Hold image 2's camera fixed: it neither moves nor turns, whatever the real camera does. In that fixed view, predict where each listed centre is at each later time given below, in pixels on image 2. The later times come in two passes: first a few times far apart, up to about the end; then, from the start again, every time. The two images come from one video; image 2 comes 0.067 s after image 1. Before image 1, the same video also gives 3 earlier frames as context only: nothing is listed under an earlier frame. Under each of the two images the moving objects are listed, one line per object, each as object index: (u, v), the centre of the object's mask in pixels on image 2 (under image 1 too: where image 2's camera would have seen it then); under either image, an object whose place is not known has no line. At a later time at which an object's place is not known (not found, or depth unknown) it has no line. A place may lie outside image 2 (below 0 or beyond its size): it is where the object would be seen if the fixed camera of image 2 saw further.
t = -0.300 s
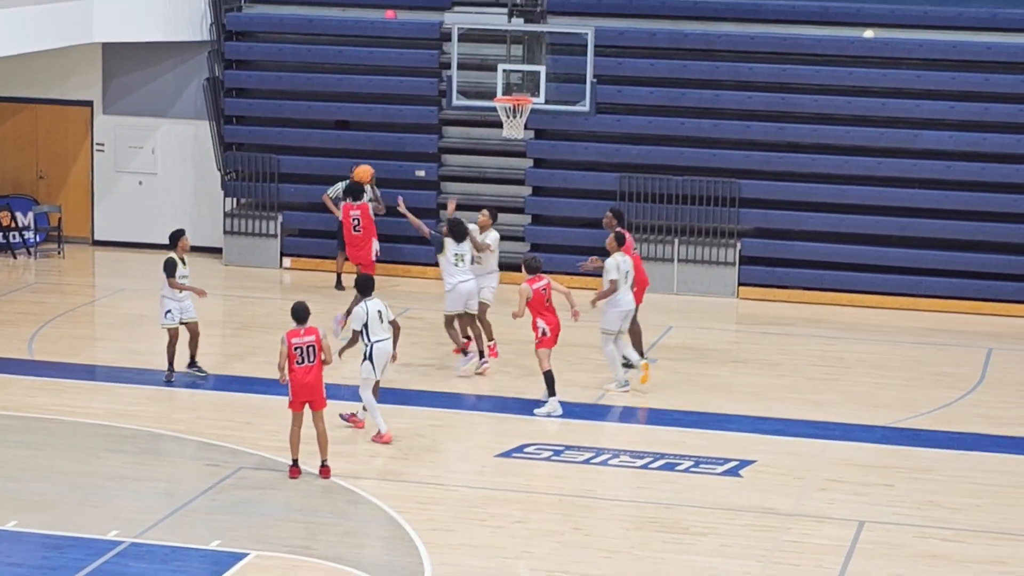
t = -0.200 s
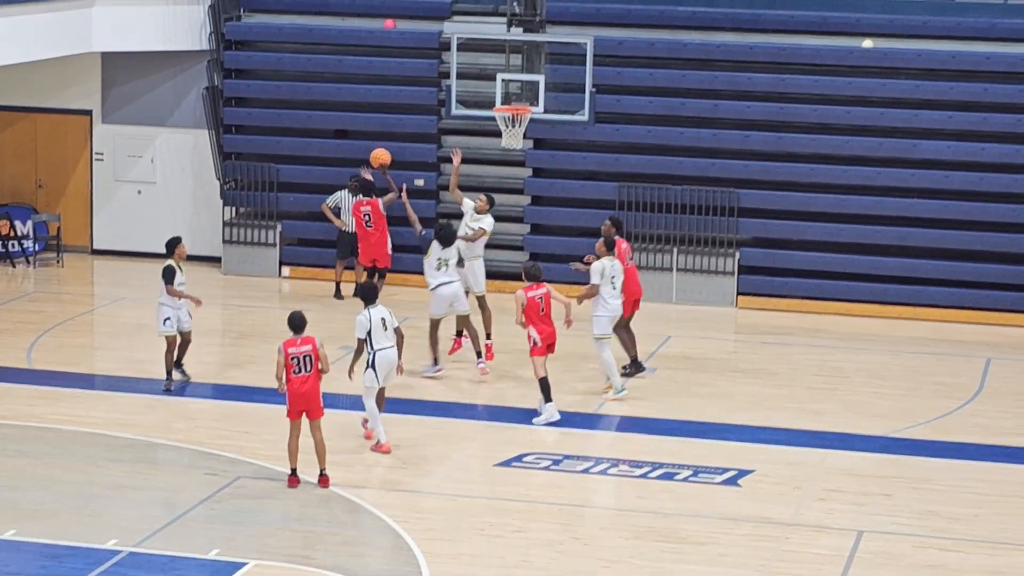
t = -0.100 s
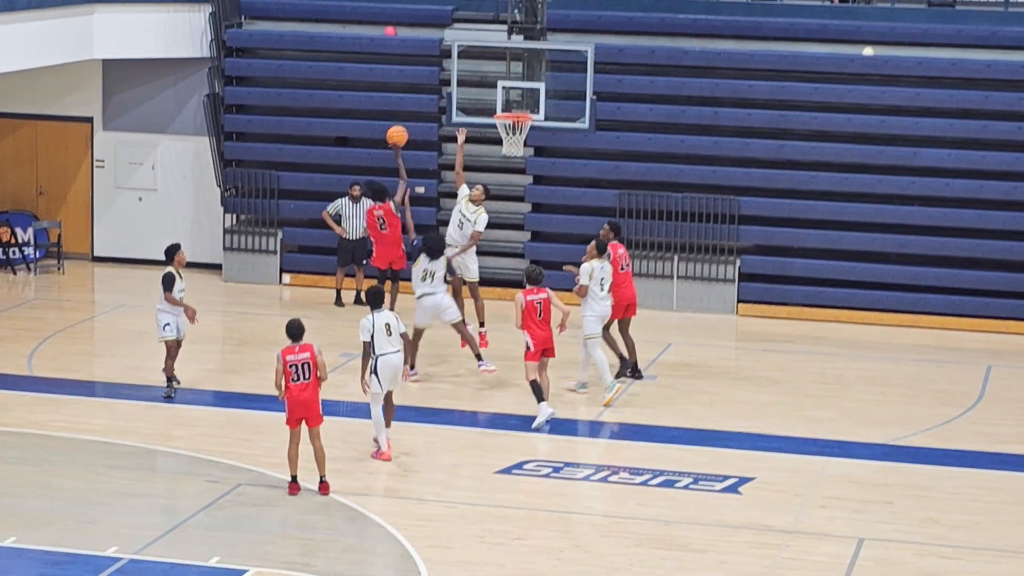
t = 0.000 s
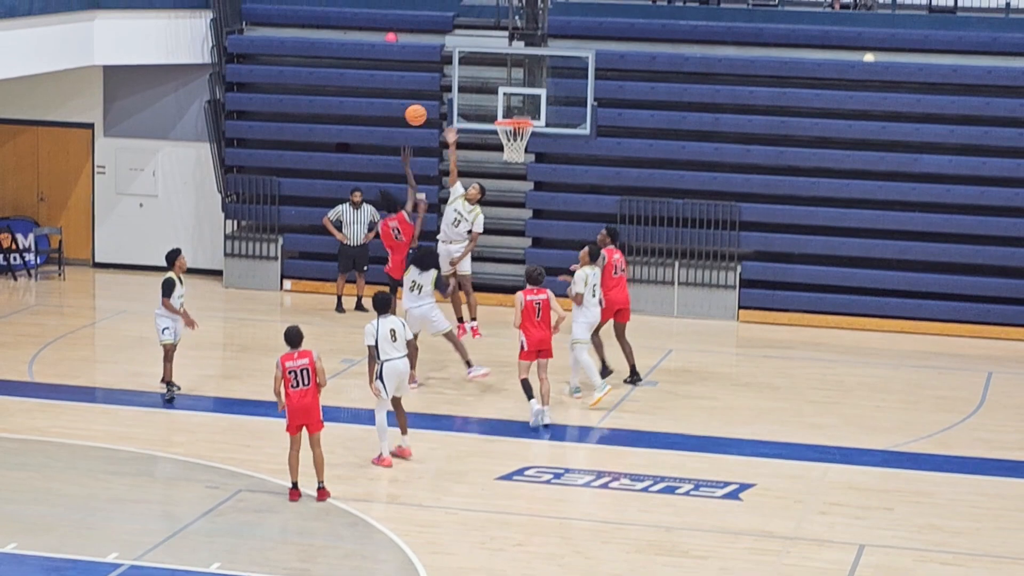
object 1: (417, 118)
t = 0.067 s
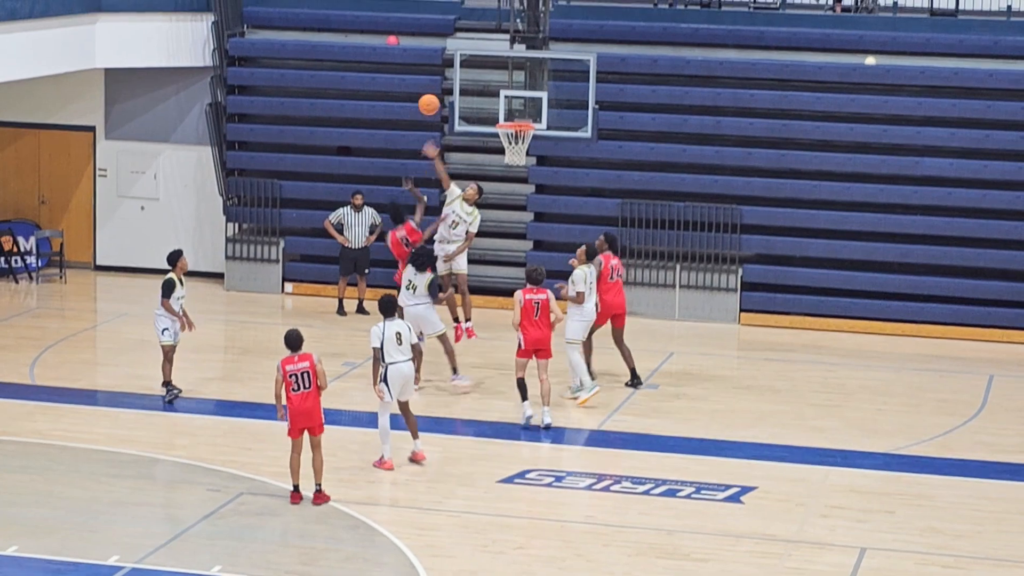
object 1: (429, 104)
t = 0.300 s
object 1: (468, 87)
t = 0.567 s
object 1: (508, 119)
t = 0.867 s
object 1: (531, 145)
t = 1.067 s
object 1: (515, 167)
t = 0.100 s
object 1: (434, 99)
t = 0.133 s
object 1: (440, 95)
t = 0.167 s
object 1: (445, 91)
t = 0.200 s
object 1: (451, 89)
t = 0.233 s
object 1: (456, 87)
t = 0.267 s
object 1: (462, 87)
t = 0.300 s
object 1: (468, 87)
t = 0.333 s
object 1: (473, 89)
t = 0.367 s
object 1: (478, 90)
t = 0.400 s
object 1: (483, 93)
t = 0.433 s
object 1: (488, 96)
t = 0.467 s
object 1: (492, 101)
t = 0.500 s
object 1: (498, 106)
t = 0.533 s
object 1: (503, 113)
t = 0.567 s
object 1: (508, 119)
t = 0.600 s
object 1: (514, 123)
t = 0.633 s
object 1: (520, 130)
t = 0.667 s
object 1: (526, 137)
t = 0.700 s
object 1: (531, 140)
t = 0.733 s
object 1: (533, 142)
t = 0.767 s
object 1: (534, 143)
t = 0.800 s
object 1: (534, 142)
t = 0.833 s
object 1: (534, 144)
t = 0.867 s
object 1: (531, 145)
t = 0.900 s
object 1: (529, 147)
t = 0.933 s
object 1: (527, 150)
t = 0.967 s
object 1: (523, 153)
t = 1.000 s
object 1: (521, 157)
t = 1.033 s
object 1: (519, 165)
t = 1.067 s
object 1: (515, 167)
